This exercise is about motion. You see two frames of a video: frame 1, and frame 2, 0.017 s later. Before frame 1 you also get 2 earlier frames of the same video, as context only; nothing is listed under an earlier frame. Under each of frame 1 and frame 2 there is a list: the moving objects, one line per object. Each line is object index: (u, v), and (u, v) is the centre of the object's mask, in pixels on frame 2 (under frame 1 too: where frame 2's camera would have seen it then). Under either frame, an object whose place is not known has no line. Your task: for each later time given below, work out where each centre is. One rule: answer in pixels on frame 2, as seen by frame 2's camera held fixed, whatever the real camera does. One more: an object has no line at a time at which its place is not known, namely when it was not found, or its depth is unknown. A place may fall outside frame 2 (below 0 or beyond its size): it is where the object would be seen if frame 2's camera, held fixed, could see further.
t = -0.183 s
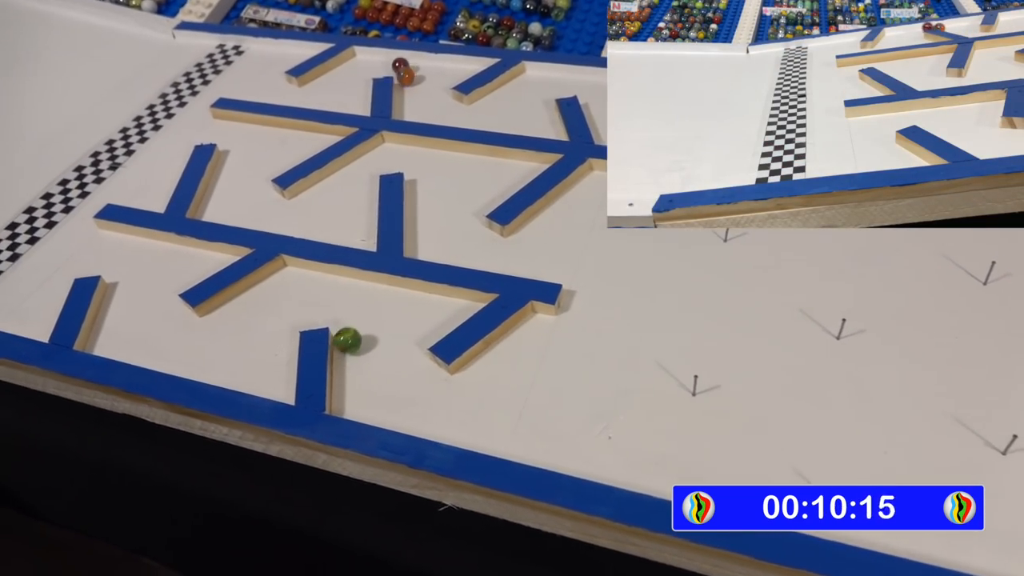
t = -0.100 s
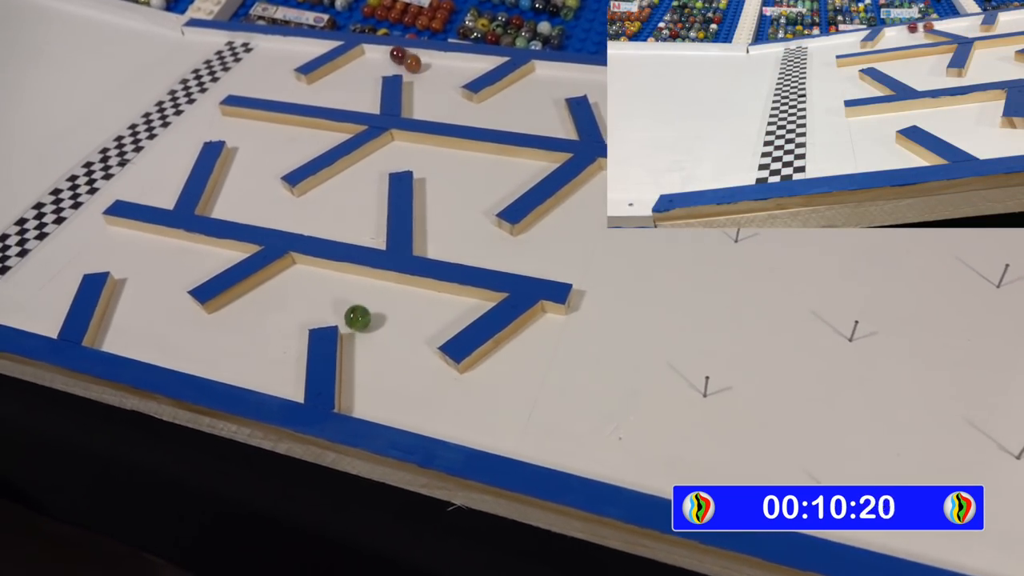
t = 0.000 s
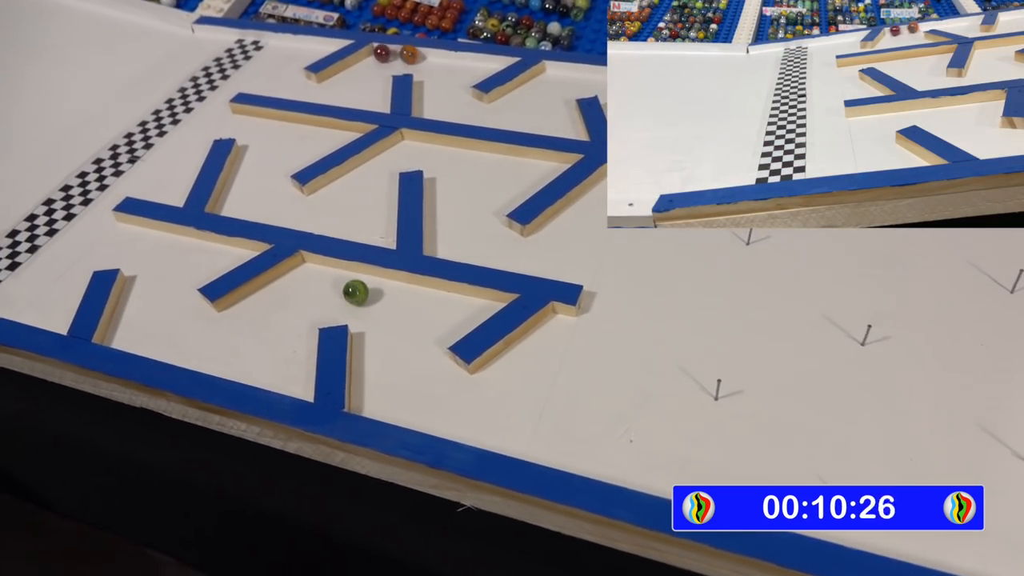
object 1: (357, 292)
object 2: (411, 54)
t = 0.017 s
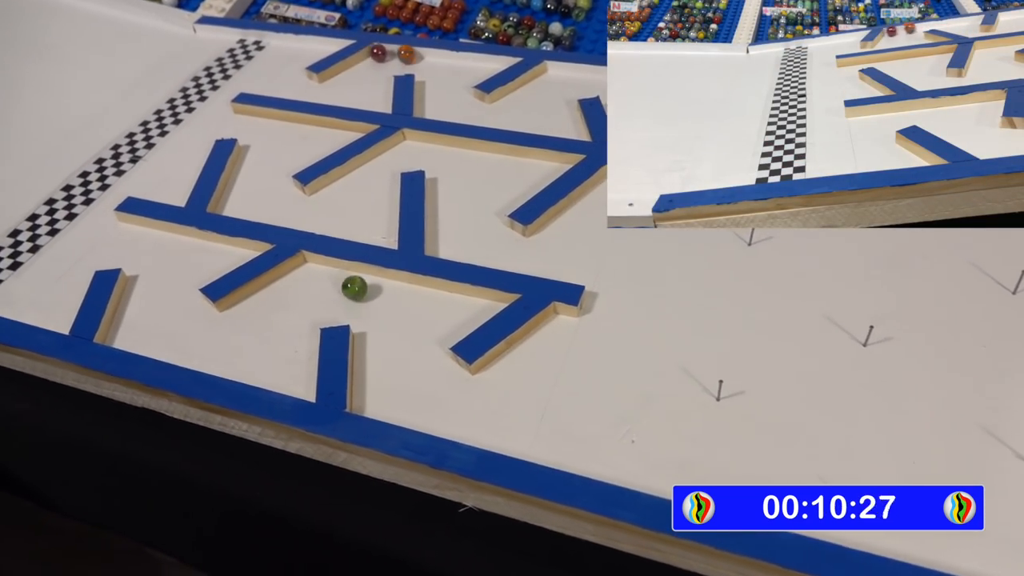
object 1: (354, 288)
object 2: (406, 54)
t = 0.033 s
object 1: (351, 284)
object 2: (402, 54)
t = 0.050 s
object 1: (348, 280)
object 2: (397, 54)
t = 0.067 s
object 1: (344, 275)
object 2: (392, 53)
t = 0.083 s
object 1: (340, 271)
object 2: (388, 53)
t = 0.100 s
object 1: (334, 270)
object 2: (386, 53)
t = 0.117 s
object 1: (327, 270)
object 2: (384, 52)
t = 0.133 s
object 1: (320, 269)
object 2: (381, 51)
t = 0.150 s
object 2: (377, 51)
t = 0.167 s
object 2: (375, 51)
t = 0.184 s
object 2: (376, 51)
